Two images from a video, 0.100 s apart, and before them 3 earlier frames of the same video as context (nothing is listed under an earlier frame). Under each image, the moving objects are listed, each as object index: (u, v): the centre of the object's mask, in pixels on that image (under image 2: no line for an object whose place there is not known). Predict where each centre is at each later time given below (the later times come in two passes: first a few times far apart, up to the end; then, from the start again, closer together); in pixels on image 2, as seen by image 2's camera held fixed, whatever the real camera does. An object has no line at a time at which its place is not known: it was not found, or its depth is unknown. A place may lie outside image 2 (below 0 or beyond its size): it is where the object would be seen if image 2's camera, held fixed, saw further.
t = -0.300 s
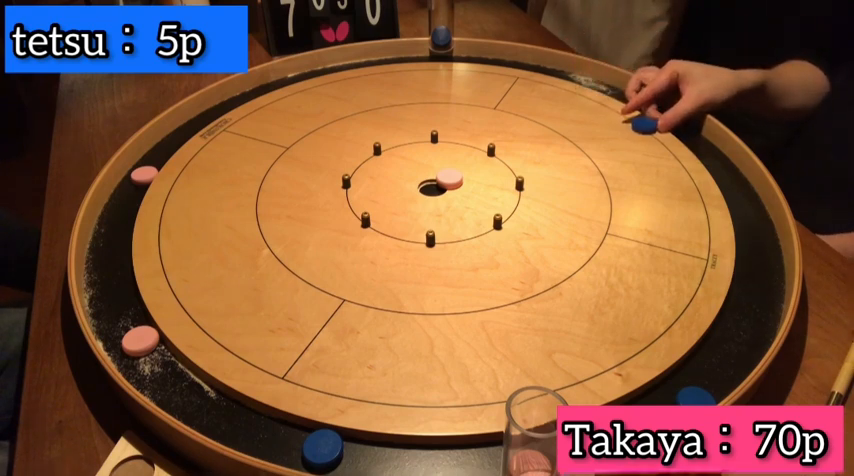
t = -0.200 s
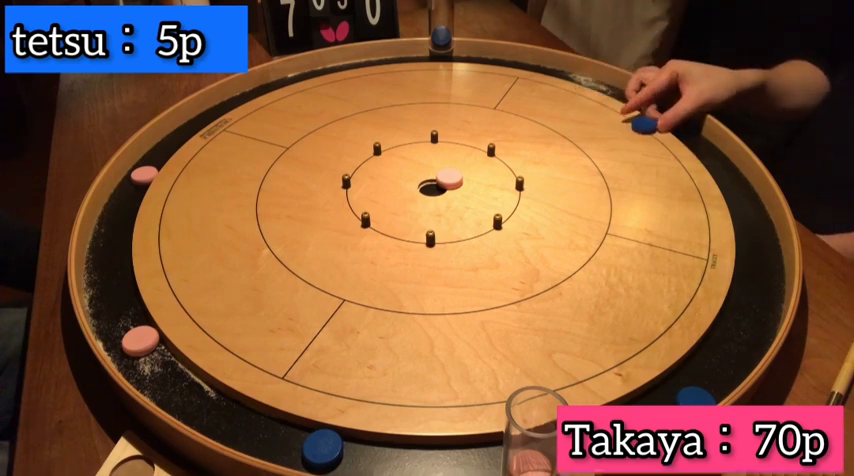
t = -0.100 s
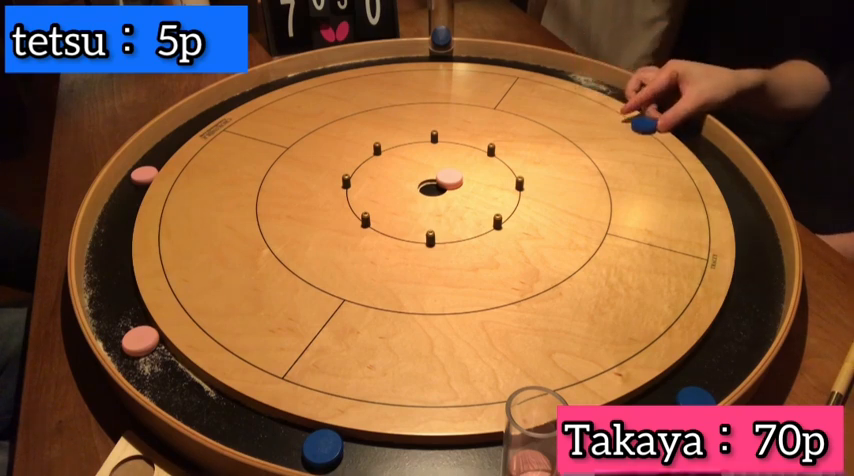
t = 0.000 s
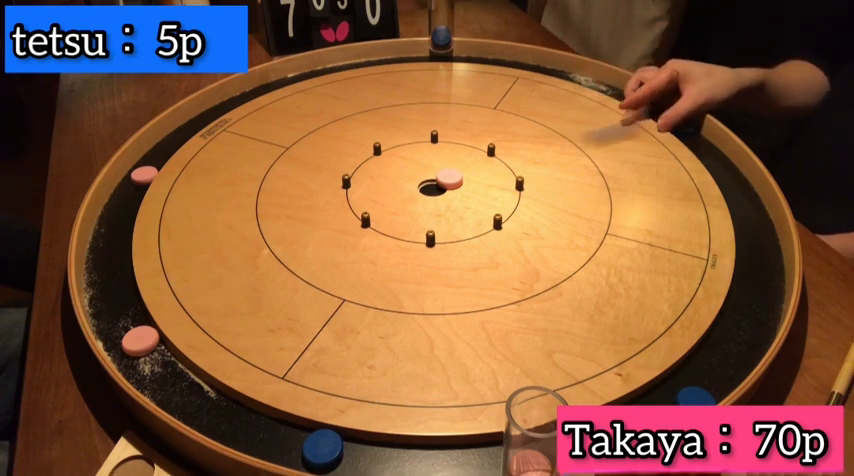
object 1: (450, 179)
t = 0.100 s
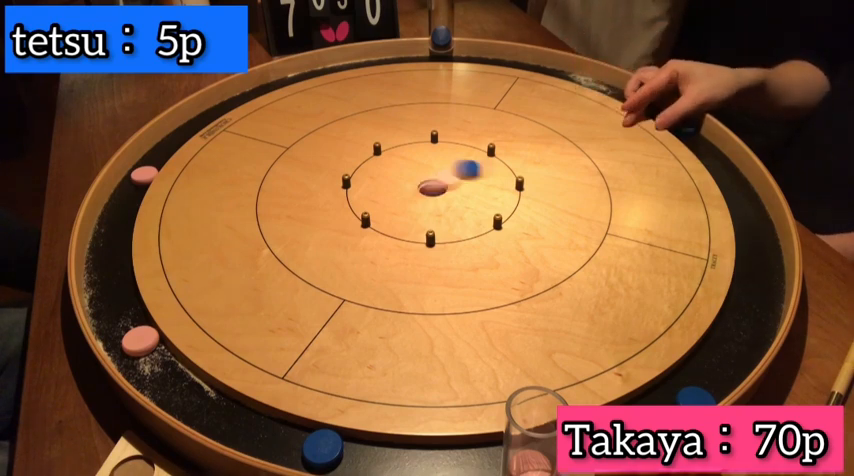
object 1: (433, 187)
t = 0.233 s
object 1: (331, 184)
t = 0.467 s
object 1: (149, 261)
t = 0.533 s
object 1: (102, 274)
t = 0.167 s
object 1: (382, 173)
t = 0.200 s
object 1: (359, 175)
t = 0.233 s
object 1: (331, 184)
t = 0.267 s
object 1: (304, 201)
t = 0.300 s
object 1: (281, 223)
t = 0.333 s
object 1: (249, 220)
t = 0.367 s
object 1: (223, 224)
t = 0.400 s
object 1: (196, 236)
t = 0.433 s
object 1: (175, 257)
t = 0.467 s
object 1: (149, 261)
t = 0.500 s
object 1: (120, 264)
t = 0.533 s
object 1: (102, 274)
